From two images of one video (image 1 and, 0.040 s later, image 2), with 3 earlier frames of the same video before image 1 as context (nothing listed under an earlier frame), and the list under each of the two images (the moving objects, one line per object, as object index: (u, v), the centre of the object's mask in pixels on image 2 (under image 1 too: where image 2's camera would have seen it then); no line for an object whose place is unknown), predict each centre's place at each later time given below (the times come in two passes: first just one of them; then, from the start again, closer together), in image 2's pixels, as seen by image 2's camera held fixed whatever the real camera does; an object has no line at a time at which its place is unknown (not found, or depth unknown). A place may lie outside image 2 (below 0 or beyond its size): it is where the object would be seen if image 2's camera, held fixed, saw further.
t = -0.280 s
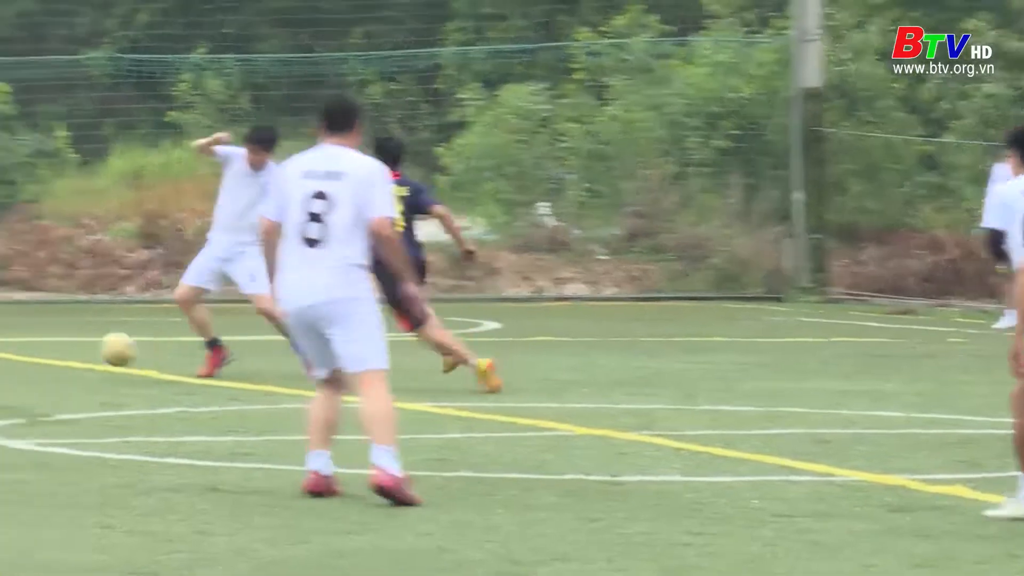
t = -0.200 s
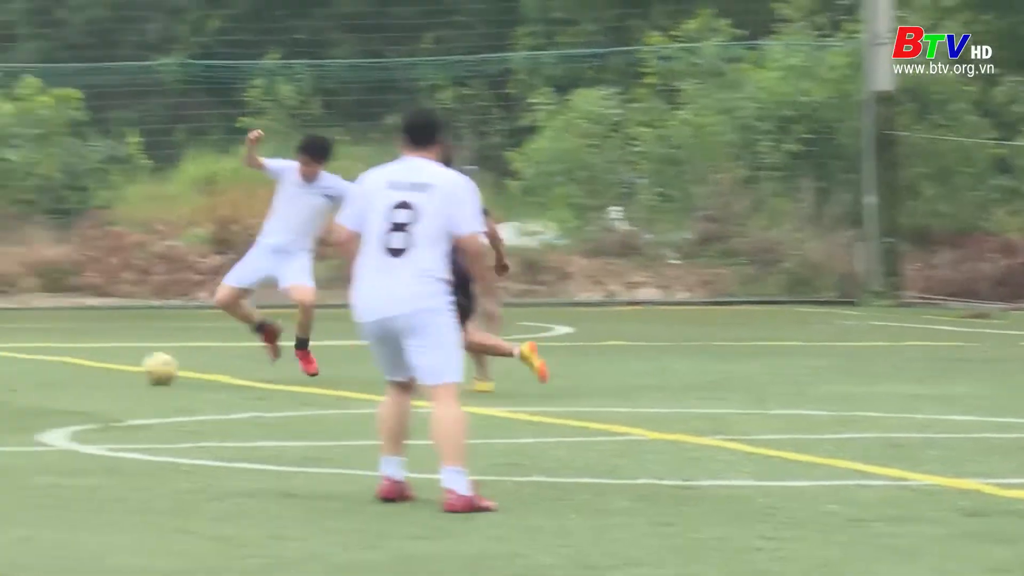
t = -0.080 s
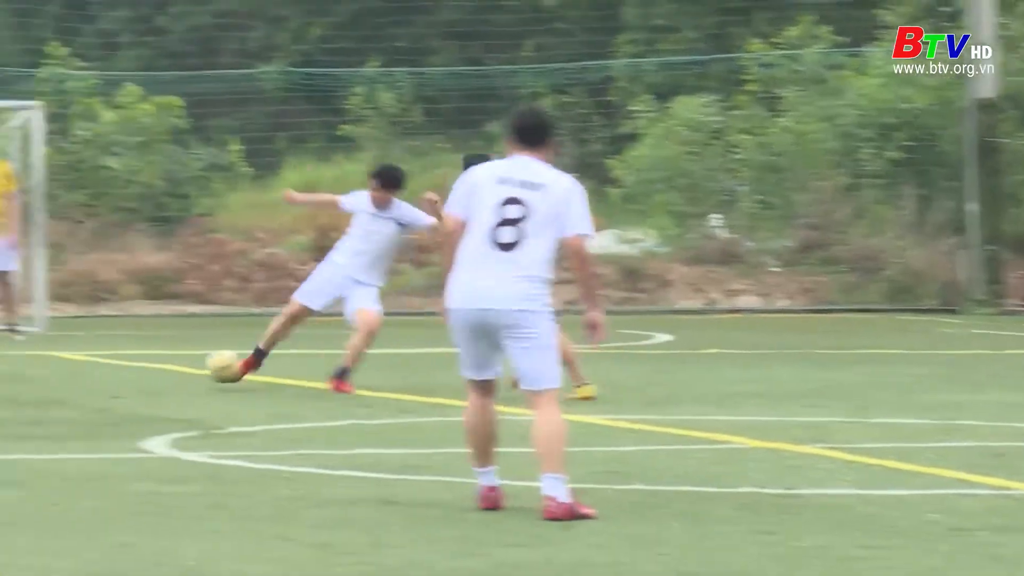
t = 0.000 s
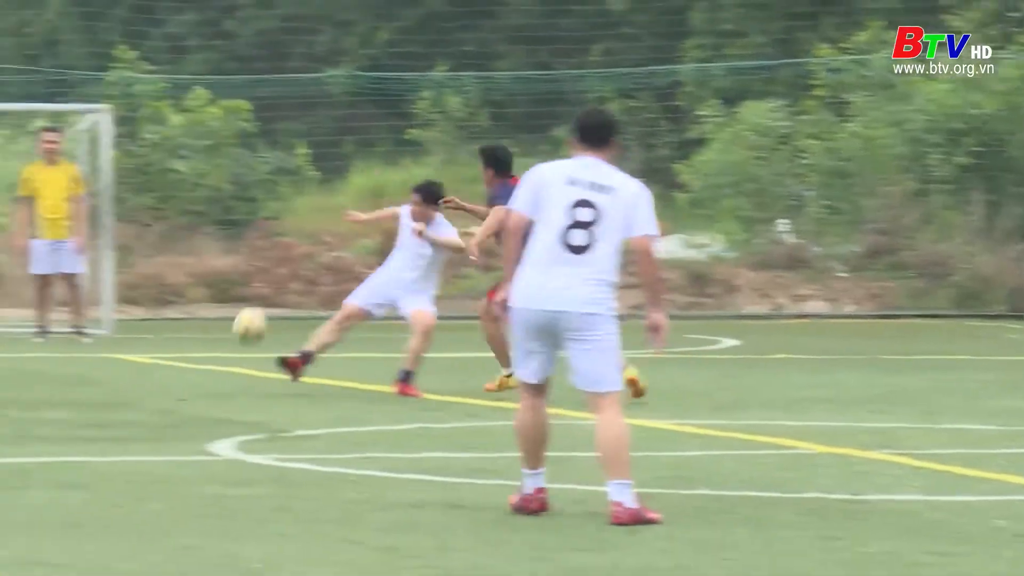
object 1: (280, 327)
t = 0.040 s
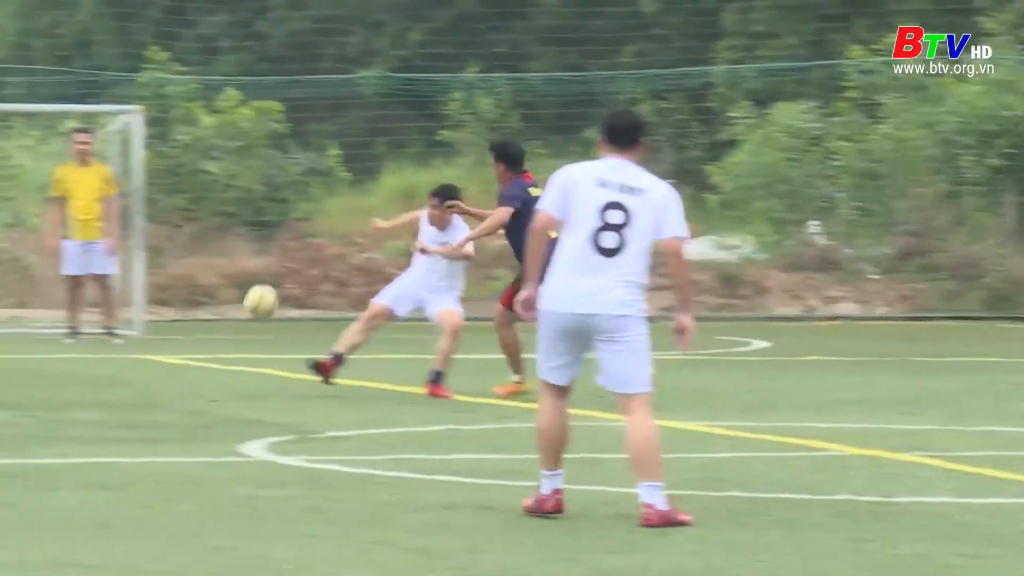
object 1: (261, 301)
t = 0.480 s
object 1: (17, 179)
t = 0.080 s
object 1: (241, 278)
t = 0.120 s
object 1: (221, 257)
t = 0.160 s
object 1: (201, 239)
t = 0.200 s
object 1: (181, 222)
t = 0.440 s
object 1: (42, 179)
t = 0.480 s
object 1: (17, 179)
